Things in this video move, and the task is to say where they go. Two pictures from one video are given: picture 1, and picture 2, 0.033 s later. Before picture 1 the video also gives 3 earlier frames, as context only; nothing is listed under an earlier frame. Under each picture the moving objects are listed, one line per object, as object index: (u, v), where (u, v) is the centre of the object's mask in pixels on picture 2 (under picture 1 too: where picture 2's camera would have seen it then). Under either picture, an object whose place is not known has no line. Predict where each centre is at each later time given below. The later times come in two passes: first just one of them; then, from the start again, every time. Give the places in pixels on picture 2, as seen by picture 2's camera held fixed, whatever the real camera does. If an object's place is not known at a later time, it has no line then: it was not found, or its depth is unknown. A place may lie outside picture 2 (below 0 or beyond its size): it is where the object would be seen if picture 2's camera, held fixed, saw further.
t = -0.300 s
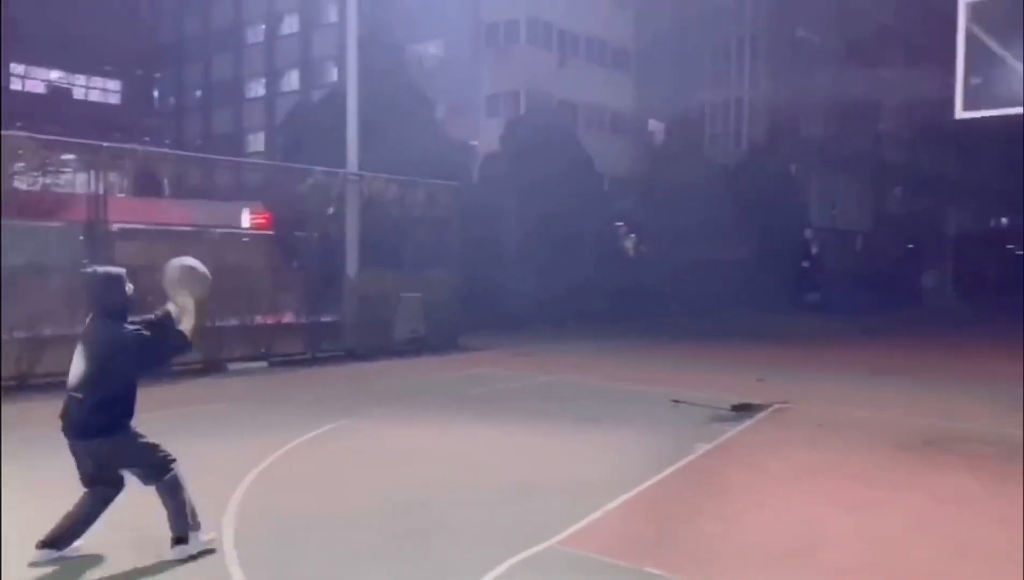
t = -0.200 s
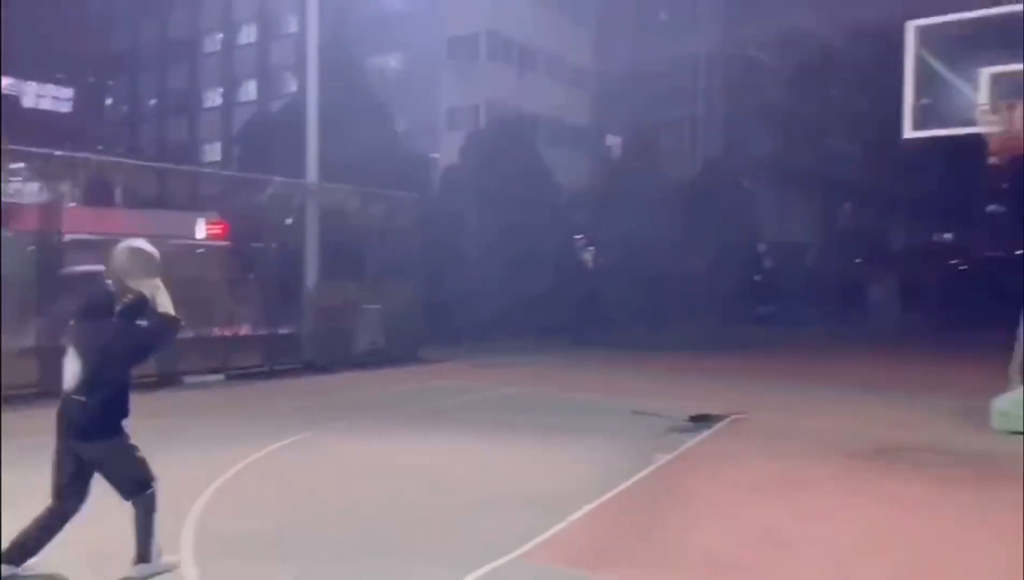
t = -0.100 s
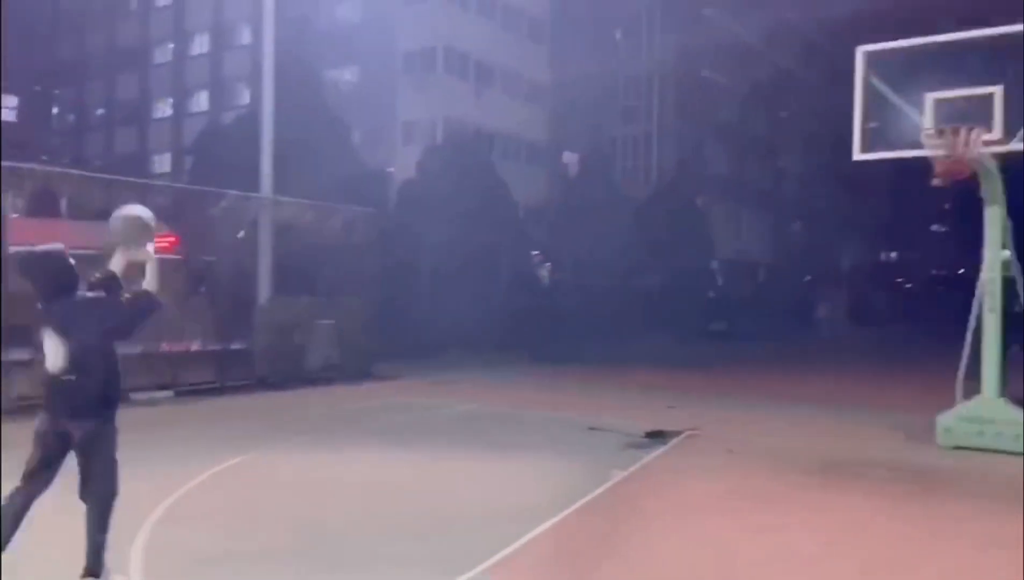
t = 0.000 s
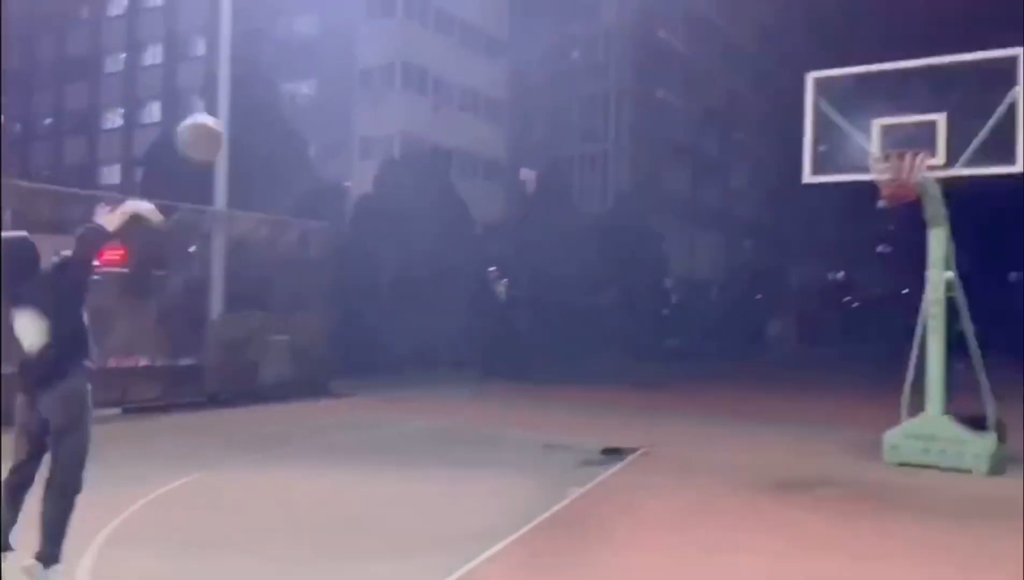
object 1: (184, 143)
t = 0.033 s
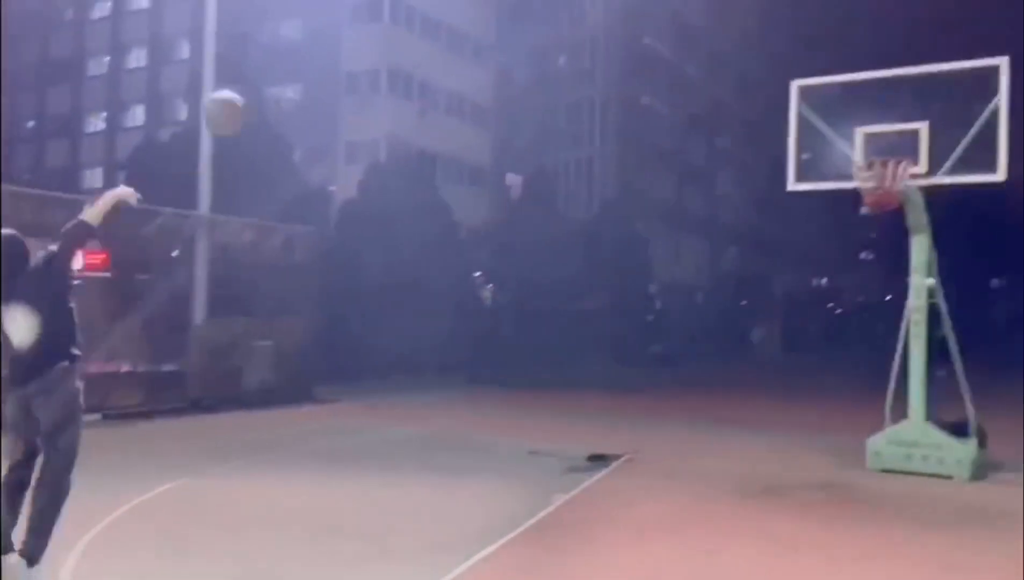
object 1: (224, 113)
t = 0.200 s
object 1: (391, 8)
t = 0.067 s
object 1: (261, 87)
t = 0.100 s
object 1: (296, 63)
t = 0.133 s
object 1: (331, 44)
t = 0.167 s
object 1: (362, 23)
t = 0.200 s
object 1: (391, 8)
